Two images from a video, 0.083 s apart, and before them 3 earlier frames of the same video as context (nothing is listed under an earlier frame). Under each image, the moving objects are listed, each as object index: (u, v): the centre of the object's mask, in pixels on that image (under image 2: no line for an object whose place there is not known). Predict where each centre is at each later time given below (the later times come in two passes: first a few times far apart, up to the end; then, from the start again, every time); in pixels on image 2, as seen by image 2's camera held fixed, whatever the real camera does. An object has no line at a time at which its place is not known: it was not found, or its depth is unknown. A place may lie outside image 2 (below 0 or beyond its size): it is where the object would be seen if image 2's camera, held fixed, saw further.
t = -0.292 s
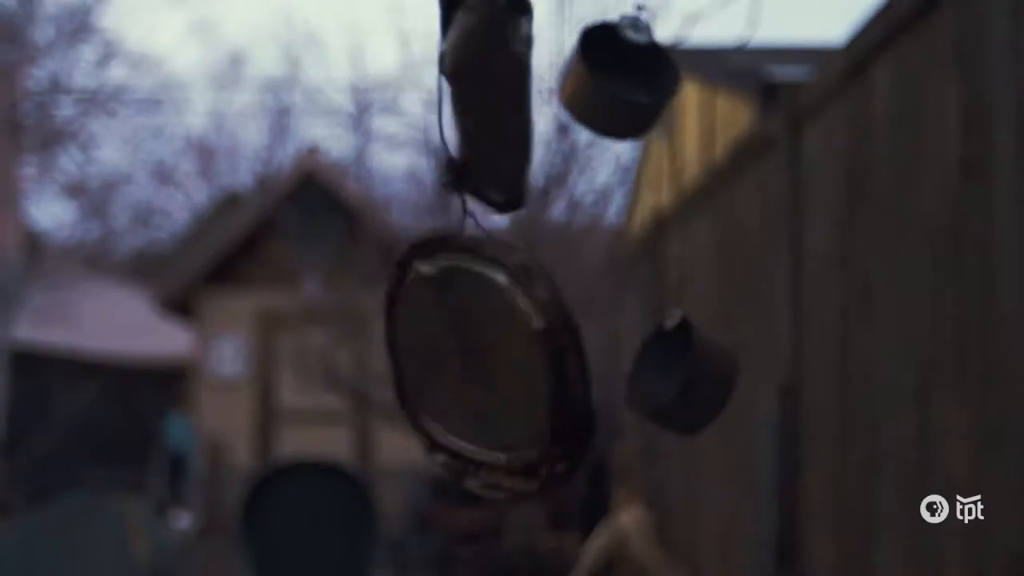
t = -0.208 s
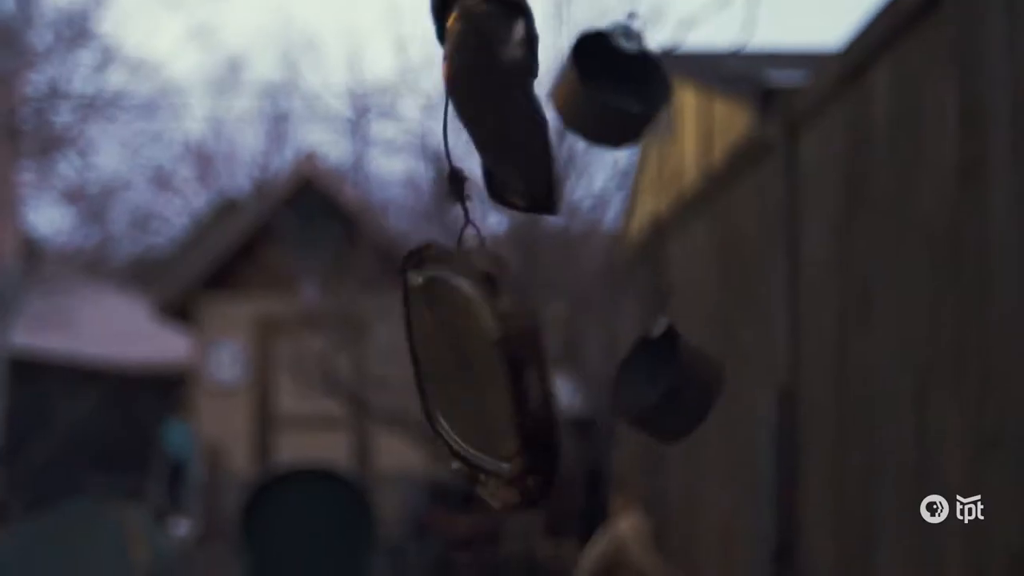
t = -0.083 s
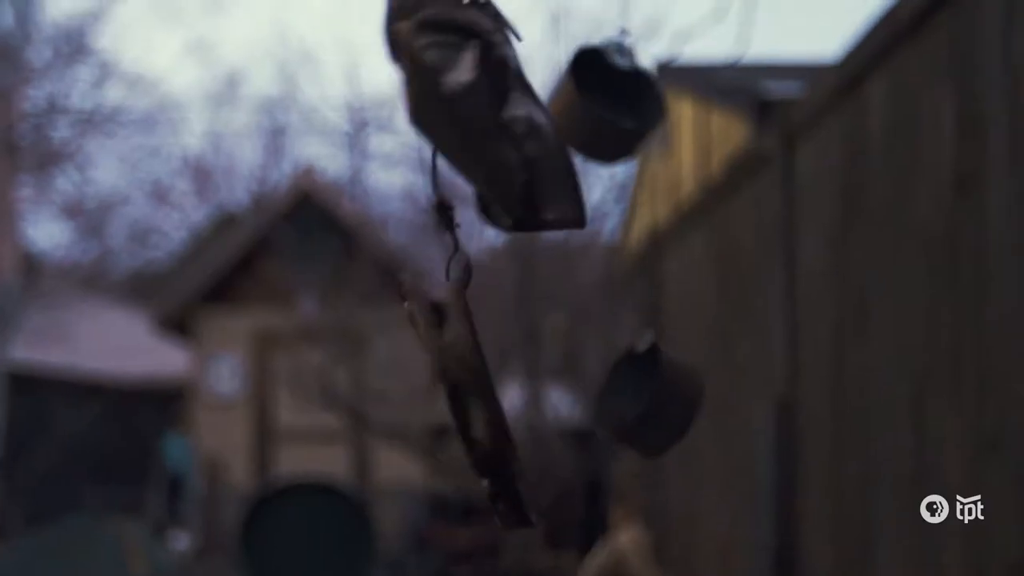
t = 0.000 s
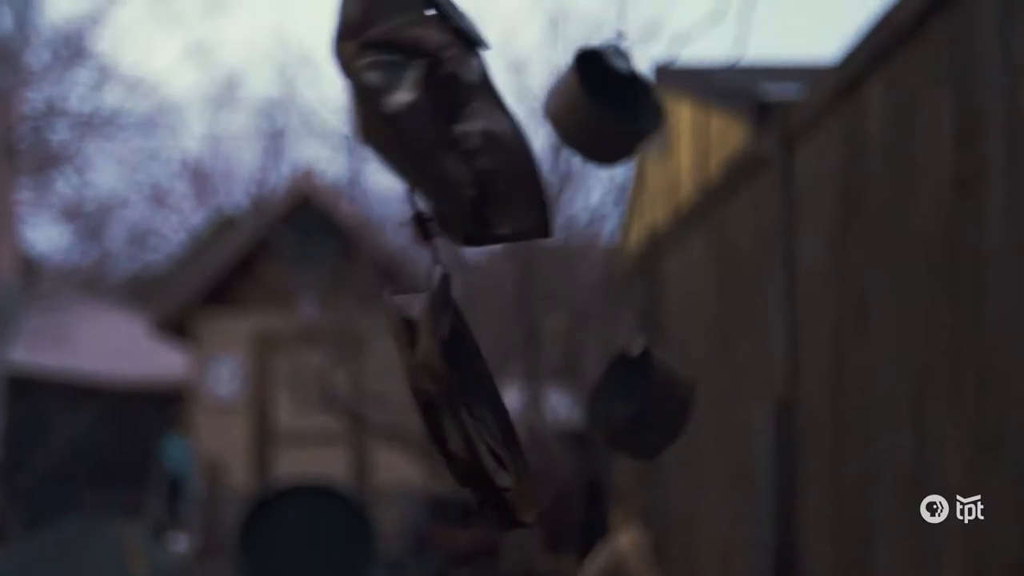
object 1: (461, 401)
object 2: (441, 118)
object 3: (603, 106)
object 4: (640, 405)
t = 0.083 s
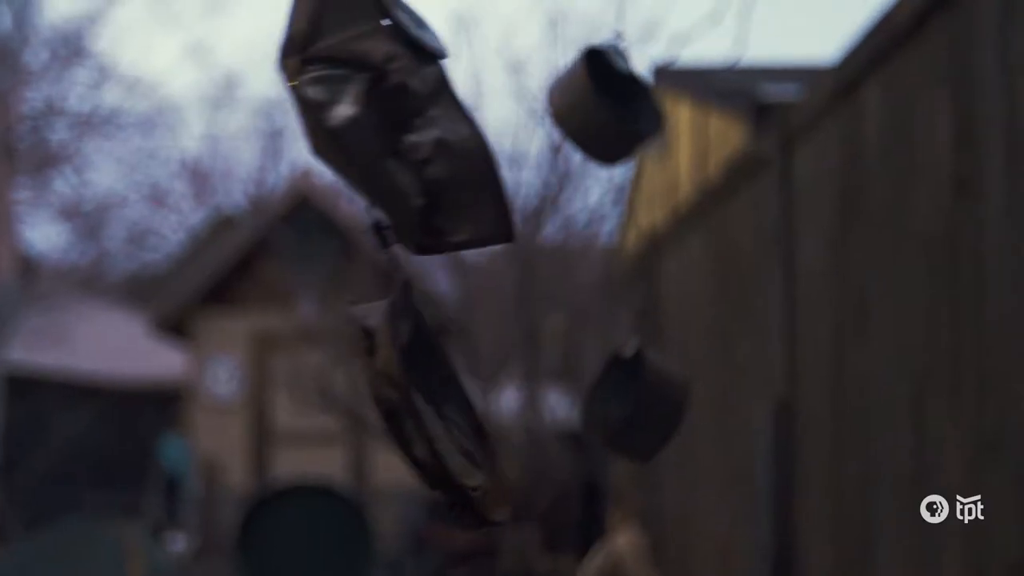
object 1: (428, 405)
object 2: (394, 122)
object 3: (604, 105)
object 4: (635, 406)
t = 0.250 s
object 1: (310, 418)
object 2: (322, 131)
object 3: (619, 104)
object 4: (639, 407)
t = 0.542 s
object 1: (183, 411)
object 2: (227, 130)
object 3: (639, 97)
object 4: (671, 402)
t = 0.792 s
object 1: (142, 406)
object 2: (197, 126)
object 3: (650, 91)
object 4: (692, 398)
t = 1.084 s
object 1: (211, 420)
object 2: (233, 130)
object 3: (648, 95)
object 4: (688, 402)
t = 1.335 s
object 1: (302, 434)
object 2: (318, 140)
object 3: (636, 105)
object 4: (681, 409)
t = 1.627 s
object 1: (363, 441)
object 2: (366, 156)
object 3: (601, 117)
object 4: (671, 414)
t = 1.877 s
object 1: (305, 436)
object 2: (328, 152)
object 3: (592, 117)
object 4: (656, 409)
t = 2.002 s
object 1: (259, 435)
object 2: (296, 148)
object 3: (595, 115)
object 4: (651, 407)
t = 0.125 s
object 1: (405, 412)
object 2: (374, 125)
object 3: (607, 104)
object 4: (635, 406)
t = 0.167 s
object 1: (376, 418)
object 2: (356, 127)
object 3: (611, 104)
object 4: (635, 406)
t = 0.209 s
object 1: (344, 417)
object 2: (340, 129)
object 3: (615, 103)
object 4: (637, 406)
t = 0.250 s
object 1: (310, 418)
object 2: (322, 131)
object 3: (619, 104)
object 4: (639, 407)
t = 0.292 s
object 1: (278, 417)
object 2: (307, 132)
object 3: (623, 104)
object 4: (642, 406)
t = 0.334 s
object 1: (251, 415)
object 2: (292, 132)
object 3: (626, 103)
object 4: (646, 405)
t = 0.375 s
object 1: (228, 416)
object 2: (278, 131)
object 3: (628, 102)
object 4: (650, 404)
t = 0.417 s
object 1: (211, 415)
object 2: (264, 130)
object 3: (630, 100)
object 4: (656, 403)
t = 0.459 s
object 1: (198, 409)
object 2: (252, 131)
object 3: (633, 99)
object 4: (662, 402)
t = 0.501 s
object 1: (188, 407)
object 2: (239, 131)
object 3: (636, 98)
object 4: (667, 402)
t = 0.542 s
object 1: (183, 411)
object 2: (227, 130)
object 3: (639, 97)
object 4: (671, 402)
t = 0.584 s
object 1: (179, 412)
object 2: (217, 129)
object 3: (642, 97)
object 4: (676, 400)
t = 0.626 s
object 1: (175, 413)
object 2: (208, 129)
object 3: (644, 96)
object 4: (680, 399)
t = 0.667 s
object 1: (168, 412)
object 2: (202, 127)
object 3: (646, 94)
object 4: (683, 398)
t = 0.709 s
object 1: (160, 409)
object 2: (197, 126)
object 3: (648, 93)
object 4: (687, 397)
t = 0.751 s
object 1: (151, 409)
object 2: (196, 126)
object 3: (649, 92)
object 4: (690, 397)
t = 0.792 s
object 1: (142, 406)
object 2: (197, 126)
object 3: (650, 91)
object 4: (692, 398)
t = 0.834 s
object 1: (137, 407)
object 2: (201, 126)
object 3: (650, 90)
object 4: (694, 398)
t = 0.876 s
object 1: (137, 407)
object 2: (208, 126)
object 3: (650, 90)
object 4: (694, 398)
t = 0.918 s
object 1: (142, 409)
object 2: (215, 126)
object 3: (650, 91)
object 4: (695, 398)
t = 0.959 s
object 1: (152, 412)
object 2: (223, 127)
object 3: (649, 91)
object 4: (694, 399)
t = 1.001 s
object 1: (170, 415)
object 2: (227, 128)
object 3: (649, 92)
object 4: (693, 400)
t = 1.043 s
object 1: (189, 418)
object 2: (231, 128)
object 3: (649, 94)
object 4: (691, 401)
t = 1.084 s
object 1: (211, 420)
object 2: (233, 130)
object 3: (648, 95)
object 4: (688, 402)
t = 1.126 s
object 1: (232, 421)
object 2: (237, 132)
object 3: (647, 97)
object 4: (686, 402)
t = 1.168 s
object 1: (252, 422)
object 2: (248, 134)
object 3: (645, 98)
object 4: (684, 403)
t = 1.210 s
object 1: (269, 425)
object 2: (262, 135)
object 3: (644, 100)
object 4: (683, 404)
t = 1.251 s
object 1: (281, 428)
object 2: (280, 136)
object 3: (641, 101)
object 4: (682, 406)
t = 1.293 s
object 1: (292, 431)
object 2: (299, 138)
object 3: (639, 103)
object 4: (682, 408)
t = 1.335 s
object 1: (302, 434)
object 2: (318, 140)
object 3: (636, 105)
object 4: (681, 409)
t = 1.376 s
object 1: (312, 436)
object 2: (334, 142)
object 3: (631, 107)
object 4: (682, 410)
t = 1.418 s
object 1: (321, 438)
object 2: (348, 144)
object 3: (627, 109)
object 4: (681, 411)
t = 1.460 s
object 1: (330, 440)
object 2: (357, 147)
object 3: (622, 112)
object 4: (679, 412)
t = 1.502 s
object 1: (340, 441)
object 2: (364, 151)
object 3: (617, 115)
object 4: (677, 413)
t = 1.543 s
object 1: (351, 442)
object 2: (369, 154)
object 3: (612, 116)
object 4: (676, 414)
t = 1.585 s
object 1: (358, 441)
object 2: (369, 155)
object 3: (607, 116)
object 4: (674, 413)
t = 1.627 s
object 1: (363, 441)
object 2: (366, 156)
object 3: (601, 117)
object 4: (671, 414)
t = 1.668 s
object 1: (362, 440)
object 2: (362, 156)
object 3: (596, 117)
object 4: (668, 415)
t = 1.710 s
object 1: (357, 439)
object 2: (356, 157)
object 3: (594, 118)
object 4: (666, 412)
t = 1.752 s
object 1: (348, 438)
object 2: (350, 157)
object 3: (592, 118)
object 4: (664, 411)
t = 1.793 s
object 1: (336, 437)
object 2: (345, 154)
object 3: (592, 117)
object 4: (660, 410)
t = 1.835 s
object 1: (321, 436)
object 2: (337, 153)
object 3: (592, 118)
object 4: (658, 410)
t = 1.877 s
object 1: (305, 436)
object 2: (328, 152)
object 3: (592, 117)
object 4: (656, 409)
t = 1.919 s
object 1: (289, 437)
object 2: (317, 150)
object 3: (593, 117)
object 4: (655, 407)
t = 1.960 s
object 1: (273, 435)
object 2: (306, 149)
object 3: (594, 116)
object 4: (652, 407)
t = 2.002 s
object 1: (259, 435)
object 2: (296, 148)
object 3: (595, 115)
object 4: (651, 407)
